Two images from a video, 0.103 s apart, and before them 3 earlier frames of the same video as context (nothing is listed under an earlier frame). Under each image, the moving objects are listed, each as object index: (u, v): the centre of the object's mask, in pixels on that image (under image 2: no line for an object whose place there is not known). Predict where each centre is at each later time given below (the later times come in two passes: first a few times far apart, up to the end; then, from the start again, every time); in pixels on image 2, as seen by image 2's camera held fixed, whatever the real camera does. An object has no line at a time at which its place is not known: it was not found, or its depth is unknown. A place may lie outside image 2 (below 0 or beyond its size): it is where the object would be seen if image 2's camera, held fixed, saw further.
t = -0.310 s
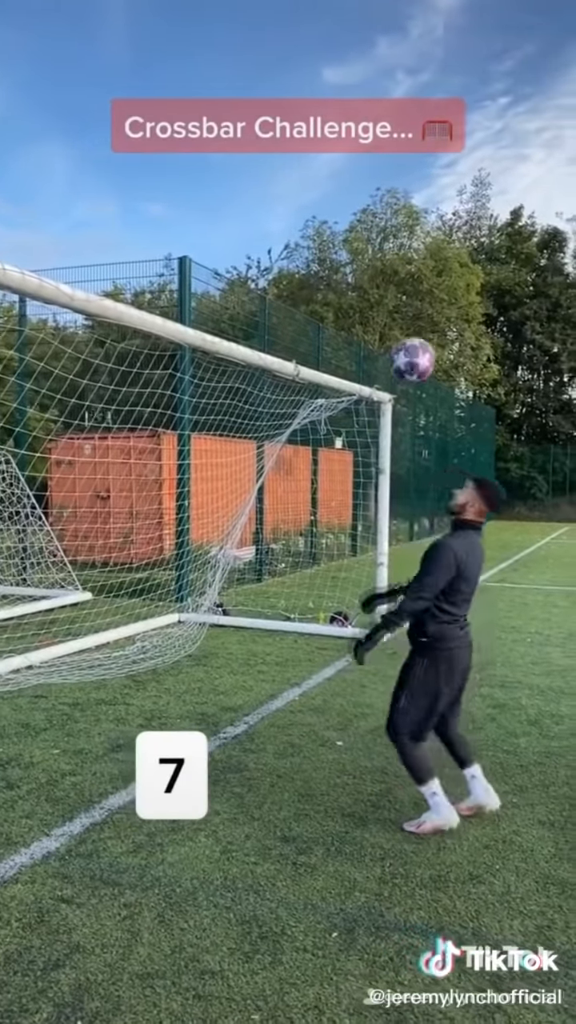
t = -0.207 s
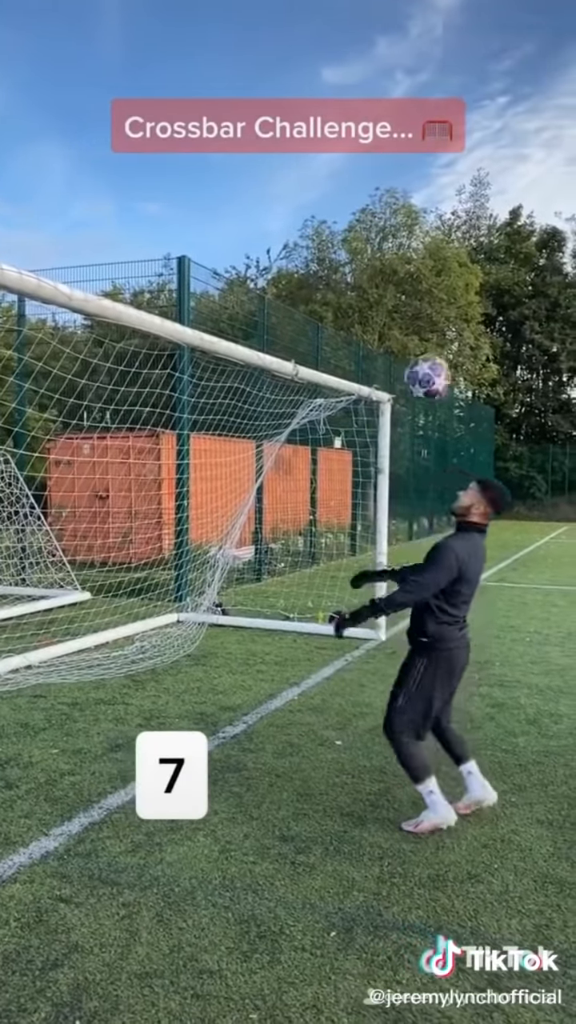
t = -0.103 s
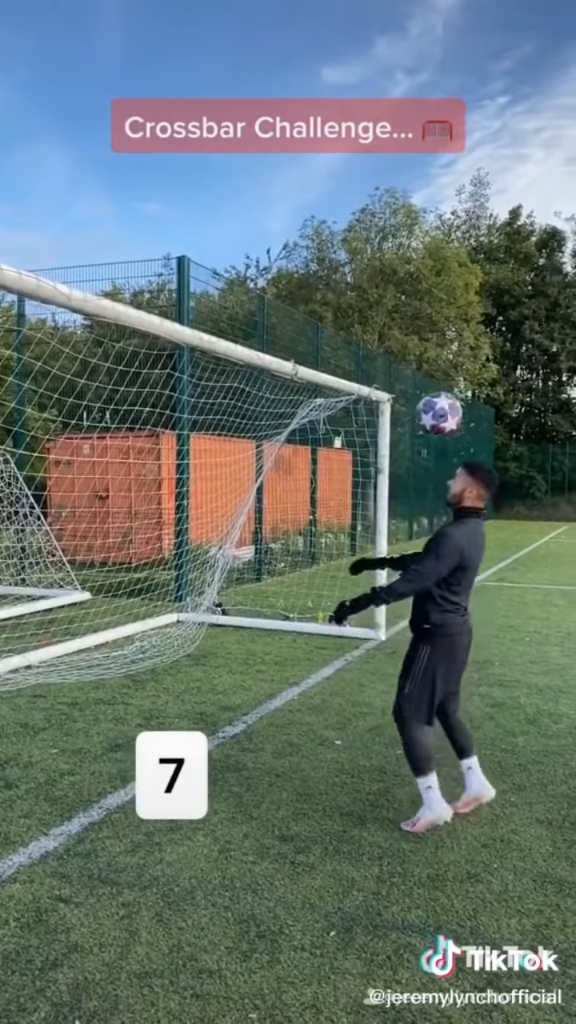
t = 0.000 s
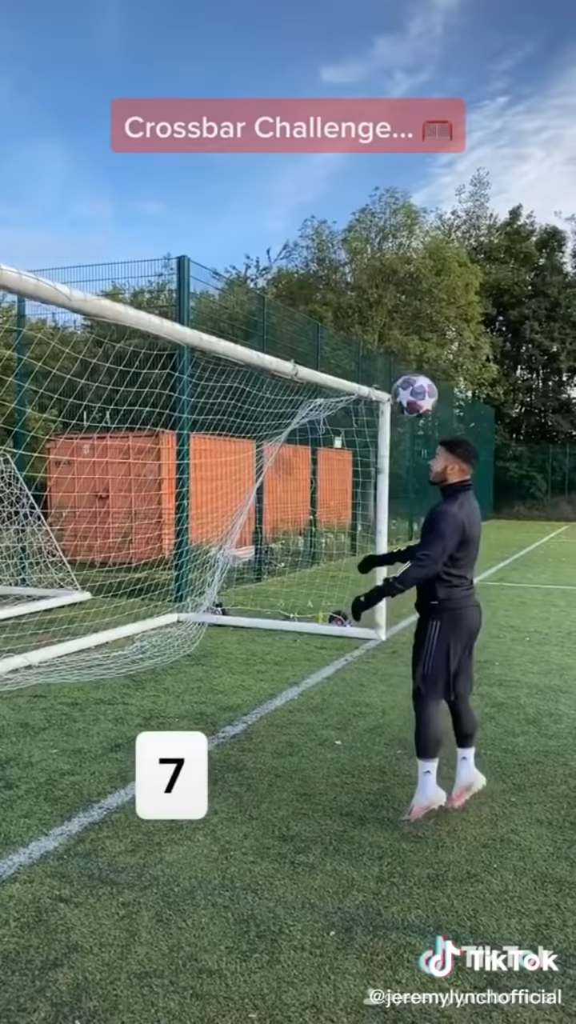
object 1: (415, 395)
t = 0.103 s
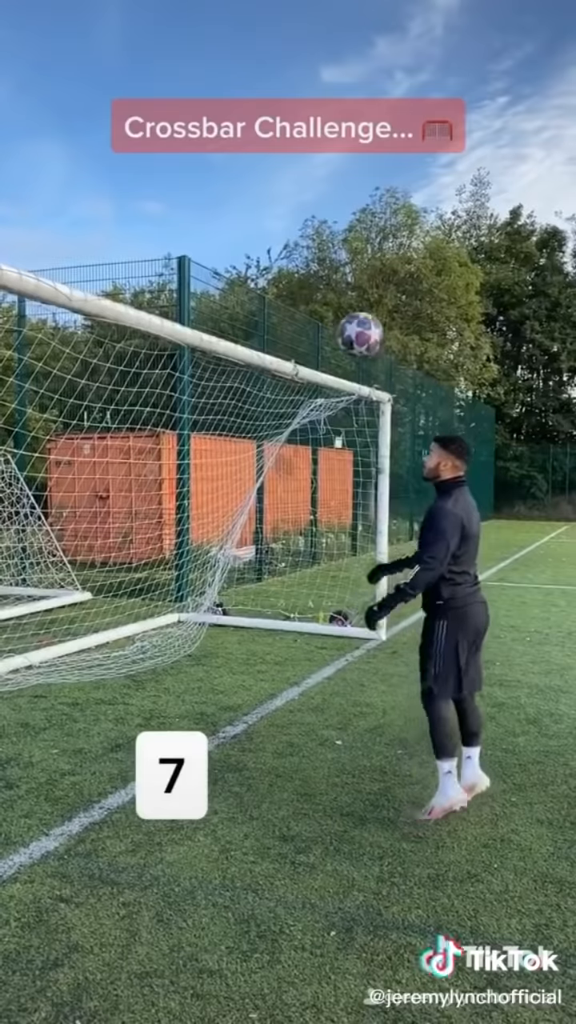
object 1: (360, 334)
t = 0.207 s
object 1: (308, 296)
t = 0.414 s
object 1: (216, 273)
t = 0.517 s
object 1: (174, 282)
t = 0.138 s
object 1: (342, 317)
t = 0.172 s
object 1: (324, 304)
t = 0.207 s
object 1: (308, 296)
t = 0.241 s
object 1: (291, 286)
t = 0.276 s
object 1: (279, 280)
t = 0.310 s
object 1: (263, 274)
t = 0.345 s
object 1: (247, 271)
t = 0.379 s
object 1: (230, 271)
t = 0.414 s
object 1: (216, 273)
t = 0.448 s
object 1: (202, 275)
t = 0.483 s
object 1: (185, 278)
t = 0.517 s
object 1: (174, 282)
